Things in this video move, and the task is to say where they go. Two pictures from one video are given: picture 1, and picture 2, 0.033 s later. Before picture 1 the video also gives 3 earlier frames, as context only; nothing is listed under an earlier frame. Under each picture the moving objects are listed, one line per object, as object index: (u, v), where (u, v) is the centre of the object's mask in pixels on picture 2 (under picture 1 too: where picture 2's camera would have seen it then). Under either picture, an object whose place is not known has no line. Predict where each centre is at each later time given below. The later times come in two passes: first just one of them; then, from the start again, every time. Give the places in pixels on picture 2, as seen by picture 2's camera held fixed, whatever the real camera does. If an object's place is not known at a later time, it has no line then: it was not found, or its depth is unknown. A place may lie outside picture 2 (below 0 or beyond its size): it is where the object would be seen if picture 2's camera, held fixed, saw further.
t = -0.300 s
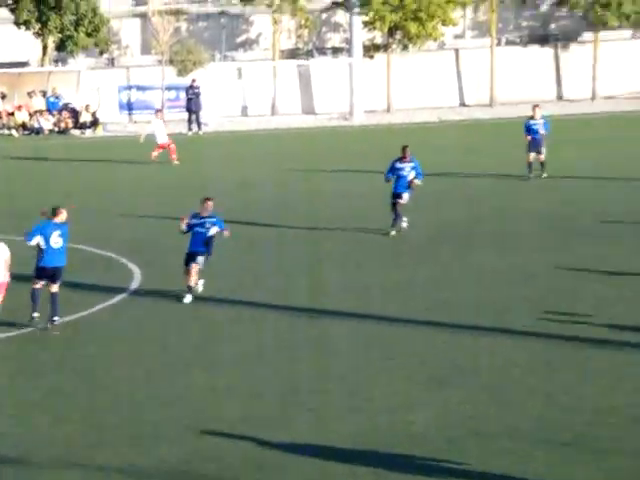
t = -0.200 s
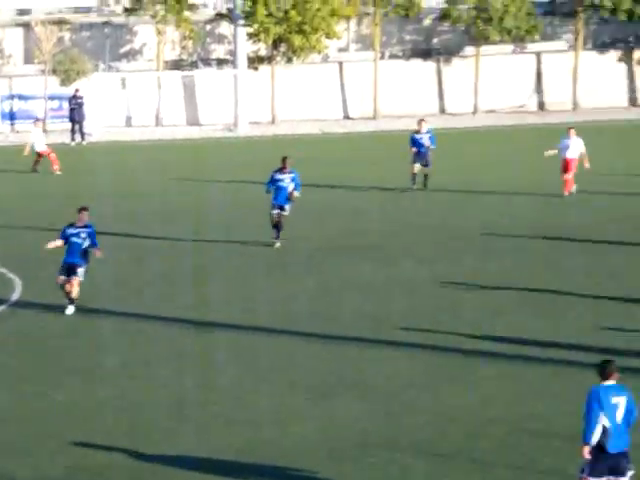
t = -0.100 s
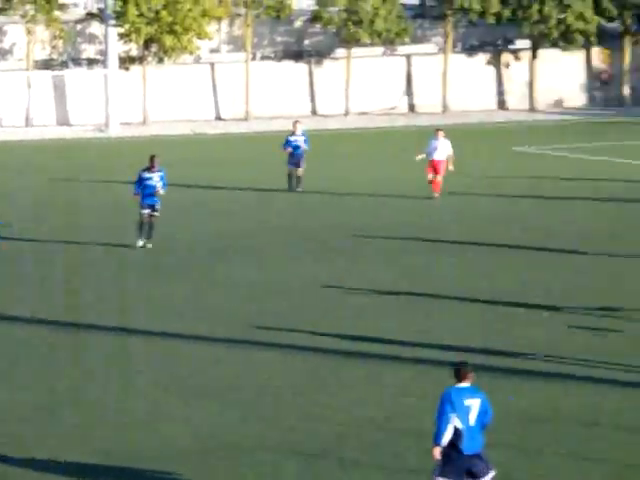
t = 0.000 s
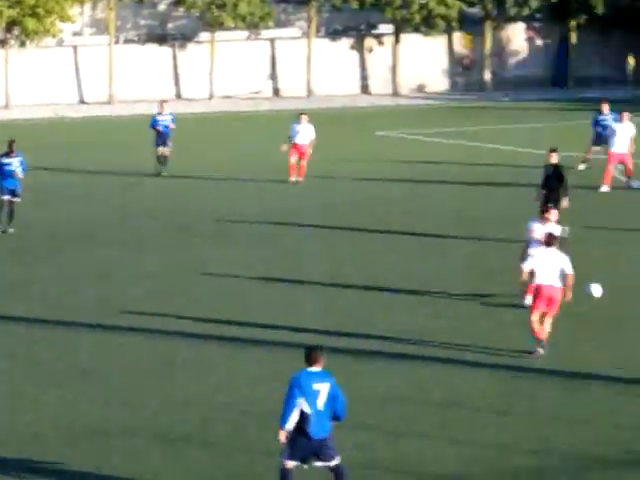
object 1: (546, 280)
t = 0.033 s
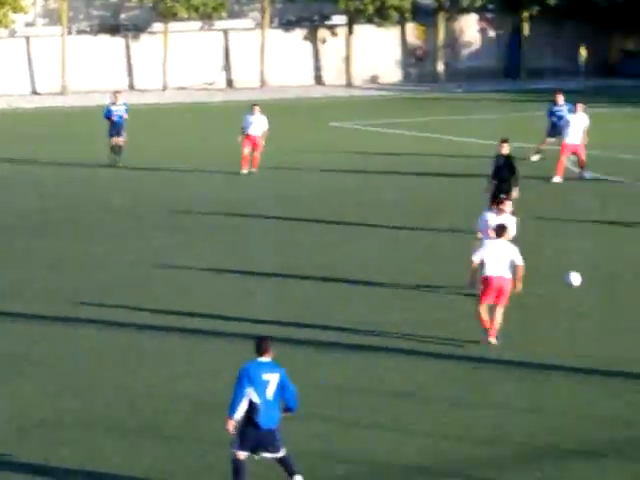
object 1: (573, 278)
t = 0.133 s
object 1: (656, 278)
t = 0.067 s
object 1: (601, 277)
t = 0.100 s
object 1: (629, 277)
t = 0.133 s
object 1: (656, 278)
